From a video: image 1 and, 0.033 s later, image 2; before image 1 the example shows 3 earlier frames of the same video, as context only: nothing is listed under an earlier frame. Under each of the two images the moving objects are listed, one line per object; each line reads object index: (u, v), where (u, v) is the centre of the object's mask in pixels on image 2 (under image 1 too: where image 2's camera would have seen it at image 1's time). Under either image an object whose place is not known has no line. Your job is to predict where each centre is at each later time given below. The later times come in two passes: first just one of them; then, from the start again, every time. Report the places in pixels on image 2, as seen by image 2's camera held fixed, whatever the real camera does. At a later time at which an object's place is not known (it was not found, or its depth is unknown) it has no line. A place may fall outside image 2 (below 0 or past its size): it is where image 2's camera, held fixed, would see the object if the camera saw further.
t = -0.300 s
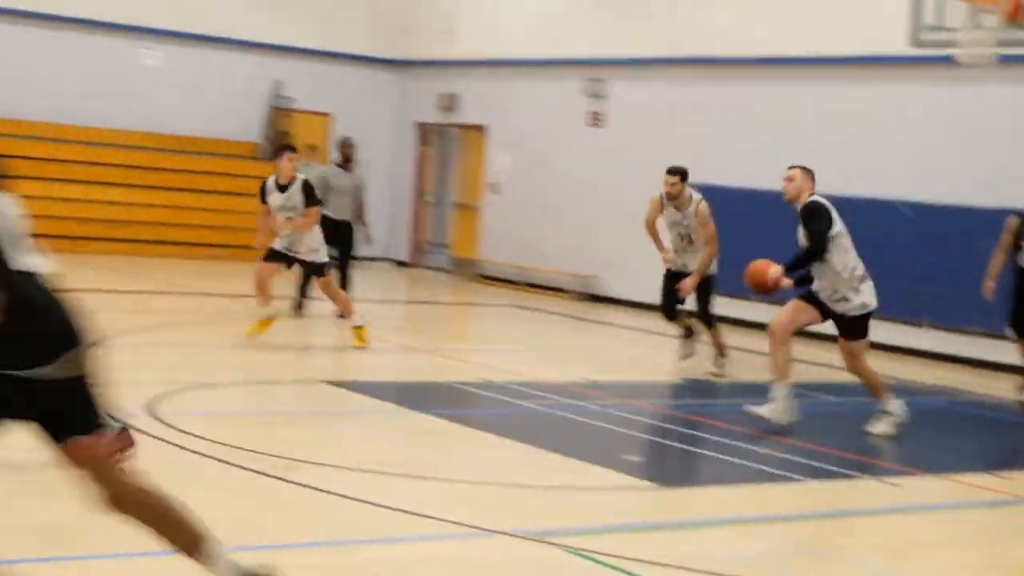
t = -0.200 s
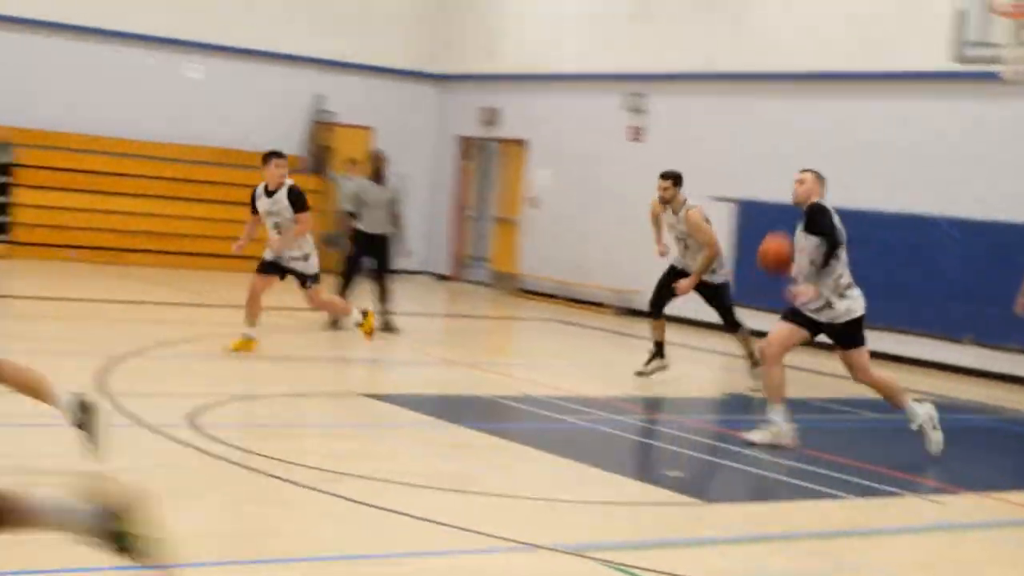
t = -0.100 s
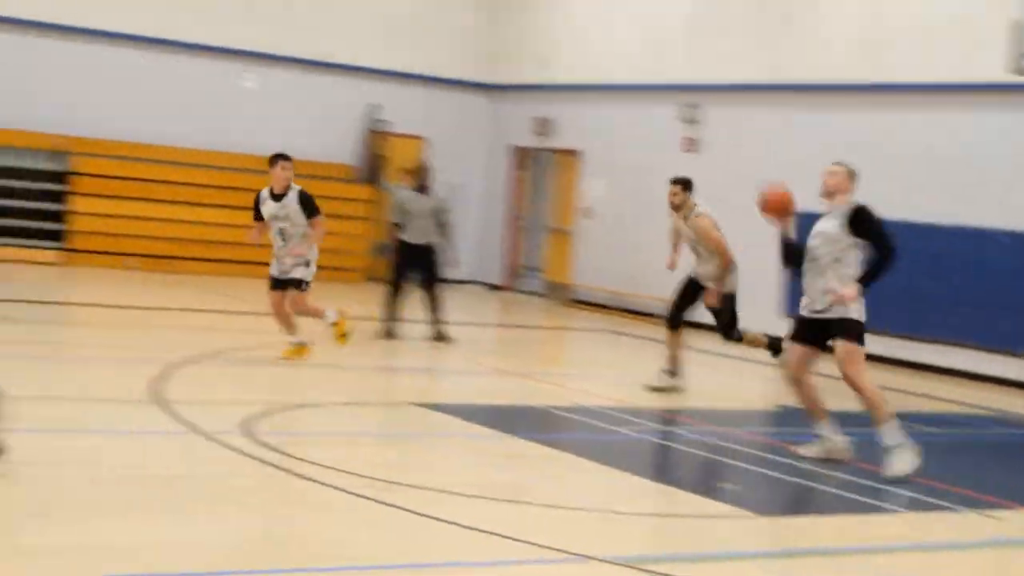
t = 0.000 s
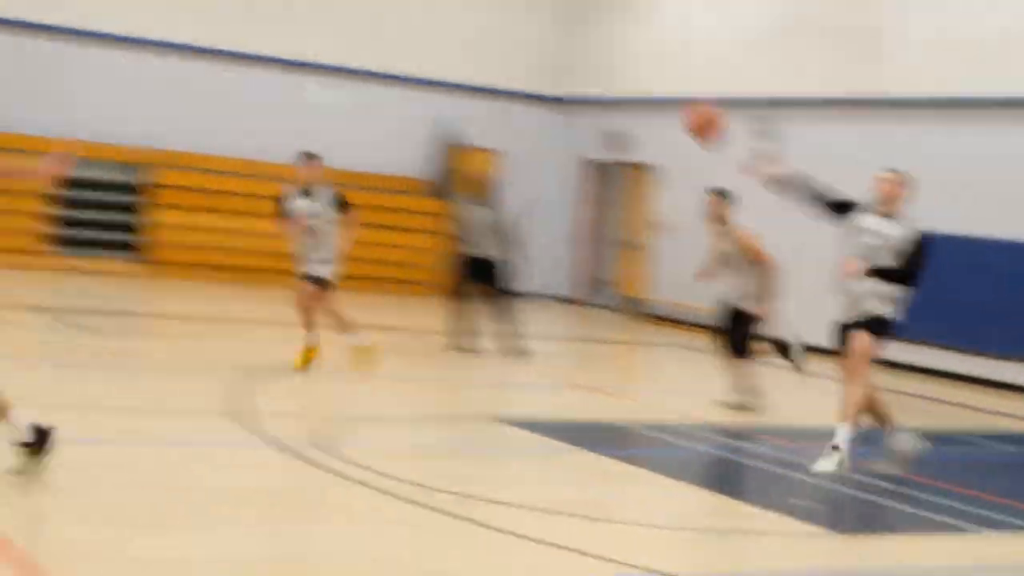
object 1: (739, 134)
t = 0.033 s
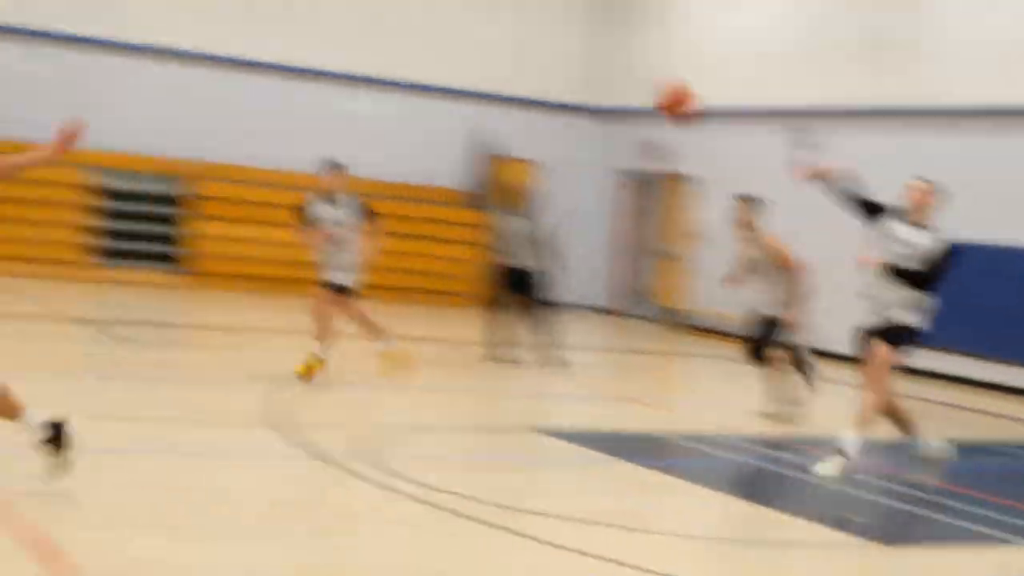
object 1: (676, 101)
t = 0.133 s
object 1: (457, -1)
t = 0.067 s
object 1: (606, 67)
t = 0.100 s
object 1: (529, 30)
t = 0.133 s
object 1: (457, -1)
